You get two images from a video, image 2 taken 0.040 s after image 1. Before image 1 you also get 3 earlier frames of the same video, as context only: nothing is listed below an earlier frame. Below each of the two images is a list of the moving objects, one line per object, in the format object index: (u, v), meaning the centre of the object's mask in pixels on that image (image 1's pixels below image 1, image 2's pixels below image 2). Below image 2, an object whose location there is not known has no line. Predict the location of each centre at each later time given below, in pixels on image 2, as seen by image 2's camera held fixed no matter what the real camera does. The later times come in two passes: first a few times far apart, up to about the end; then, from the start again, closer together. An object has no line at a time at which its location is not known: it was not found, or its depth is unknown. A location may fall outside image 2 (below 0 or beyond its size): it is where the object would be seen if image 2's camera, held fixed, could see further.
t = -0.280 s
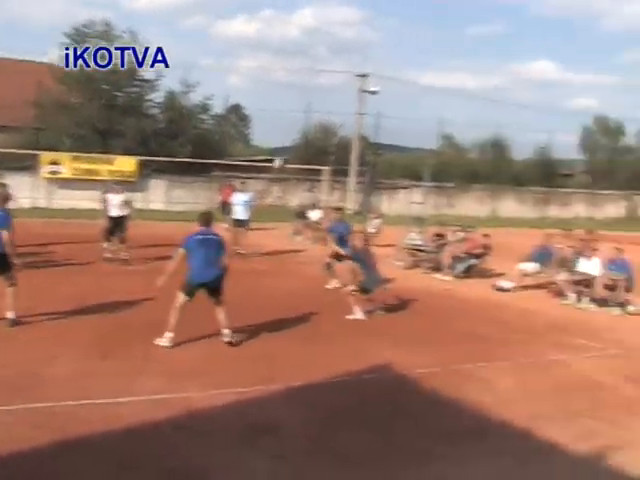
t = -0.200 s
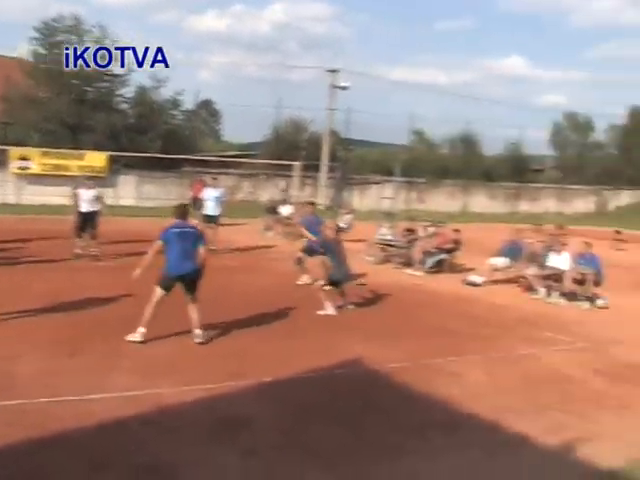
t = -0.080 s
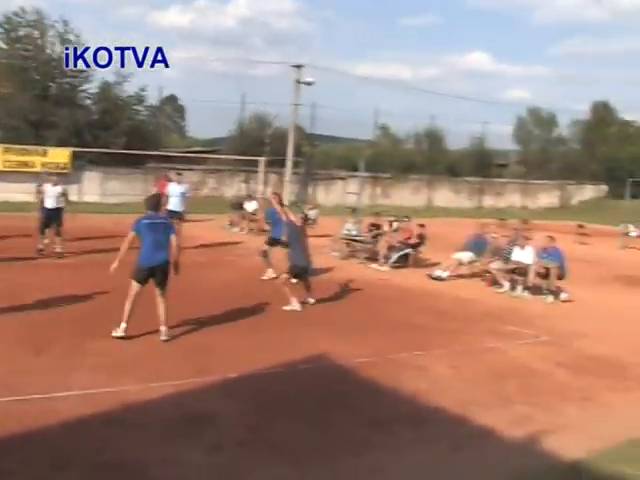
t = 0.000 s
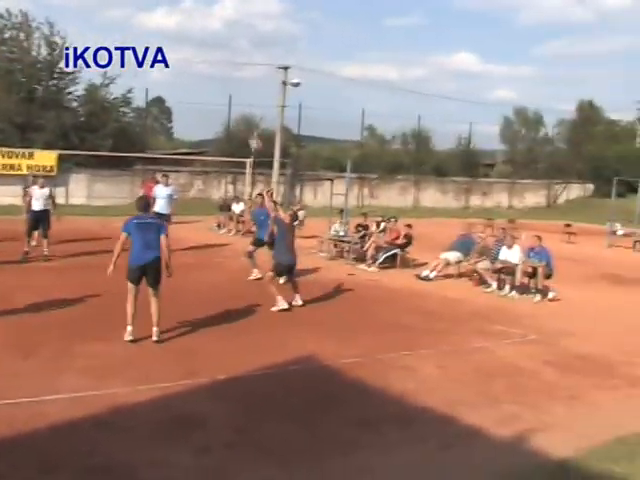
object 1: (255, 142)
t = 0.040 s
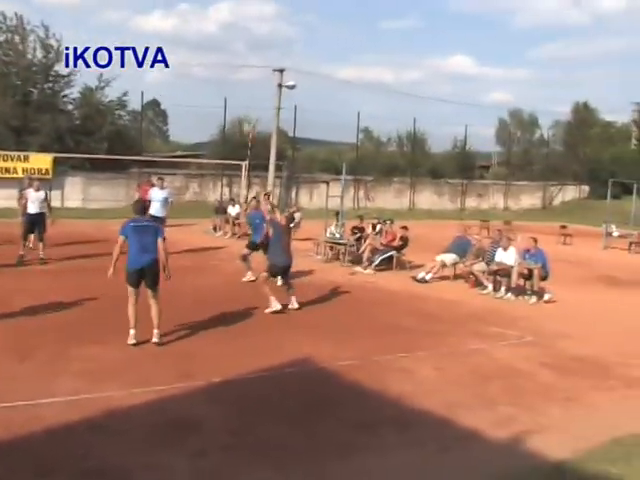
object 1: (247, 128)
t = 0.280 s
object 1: (235, 51)
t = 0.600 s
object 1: (217, 7)
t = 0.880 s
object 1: (200, 15)
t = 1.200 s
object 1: (183, 72)
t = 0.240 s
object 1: (237, 62)
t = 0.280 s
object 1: (235, 51)
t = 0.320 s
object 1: (233, 43)
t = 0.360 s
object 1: (231, 34)
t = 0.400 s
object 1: (228, 27)
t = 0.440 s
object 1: (226, 21)
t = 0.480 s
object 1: (223, 16)
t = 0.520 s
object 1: (221, 12)
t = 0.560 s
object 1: (219, 9)
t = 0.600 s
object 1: (217, 7)
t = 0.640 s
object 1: (214, 6)
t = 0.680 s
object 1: (212, 5)
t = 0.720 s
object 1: (210, 6)
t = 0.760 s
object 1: (207, 7)
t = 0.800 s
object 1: (205, 9)
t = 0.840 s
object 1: (202, 12)
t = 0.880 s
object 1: (200, 15)
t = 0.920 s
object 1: (198, 20)
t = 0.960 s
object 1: (196, 25)
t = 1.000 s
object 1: (193, 30)
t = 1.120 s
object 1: (187, 54)
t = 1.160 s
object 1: (185, 62)
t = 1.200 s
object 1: (183, 72)
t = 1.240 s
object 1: (180, 81)
